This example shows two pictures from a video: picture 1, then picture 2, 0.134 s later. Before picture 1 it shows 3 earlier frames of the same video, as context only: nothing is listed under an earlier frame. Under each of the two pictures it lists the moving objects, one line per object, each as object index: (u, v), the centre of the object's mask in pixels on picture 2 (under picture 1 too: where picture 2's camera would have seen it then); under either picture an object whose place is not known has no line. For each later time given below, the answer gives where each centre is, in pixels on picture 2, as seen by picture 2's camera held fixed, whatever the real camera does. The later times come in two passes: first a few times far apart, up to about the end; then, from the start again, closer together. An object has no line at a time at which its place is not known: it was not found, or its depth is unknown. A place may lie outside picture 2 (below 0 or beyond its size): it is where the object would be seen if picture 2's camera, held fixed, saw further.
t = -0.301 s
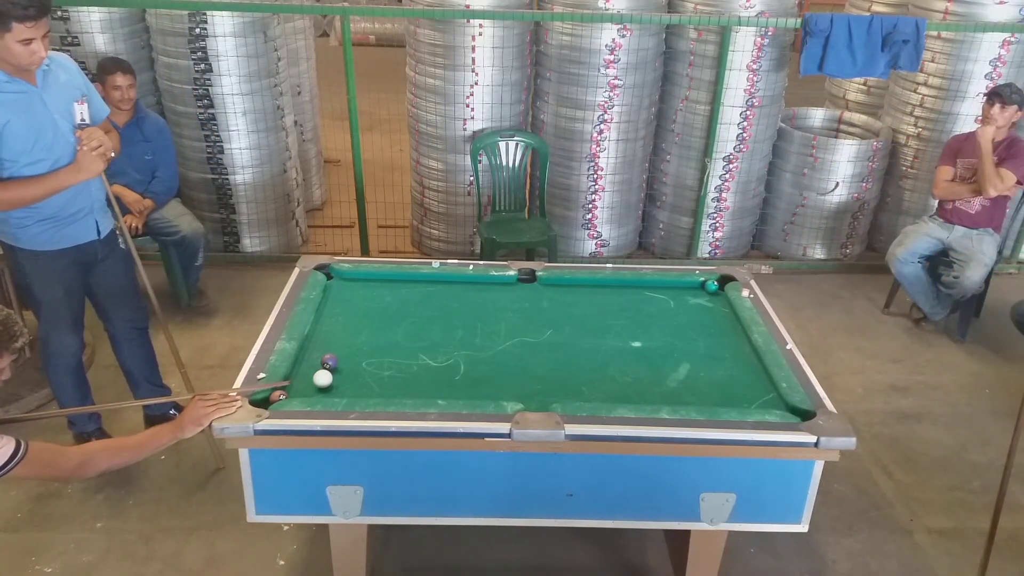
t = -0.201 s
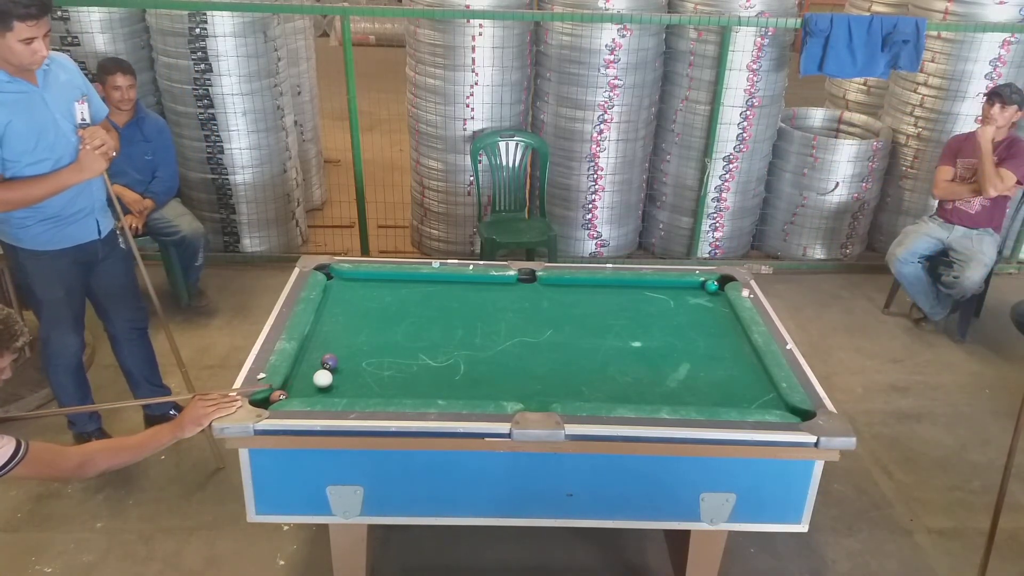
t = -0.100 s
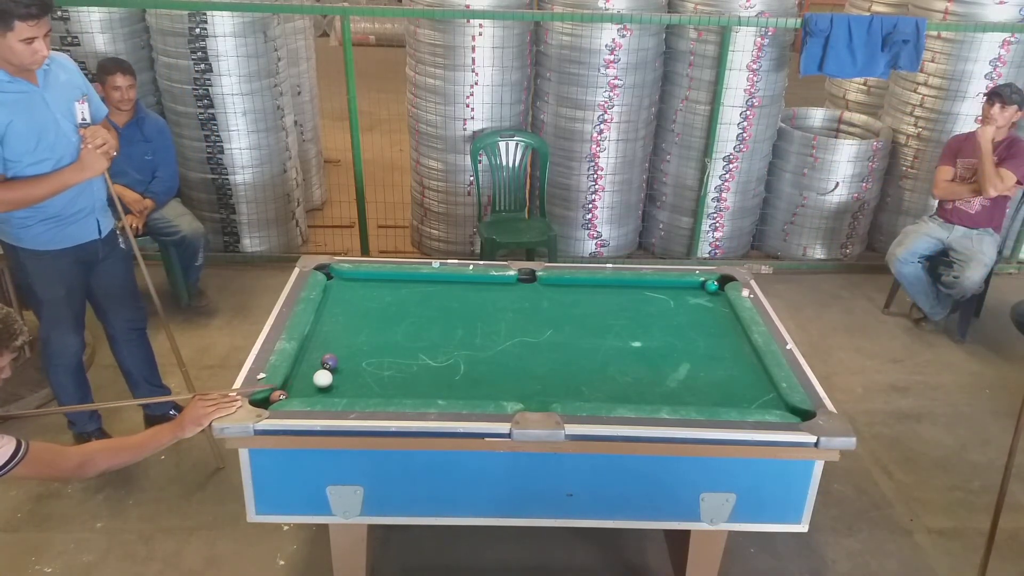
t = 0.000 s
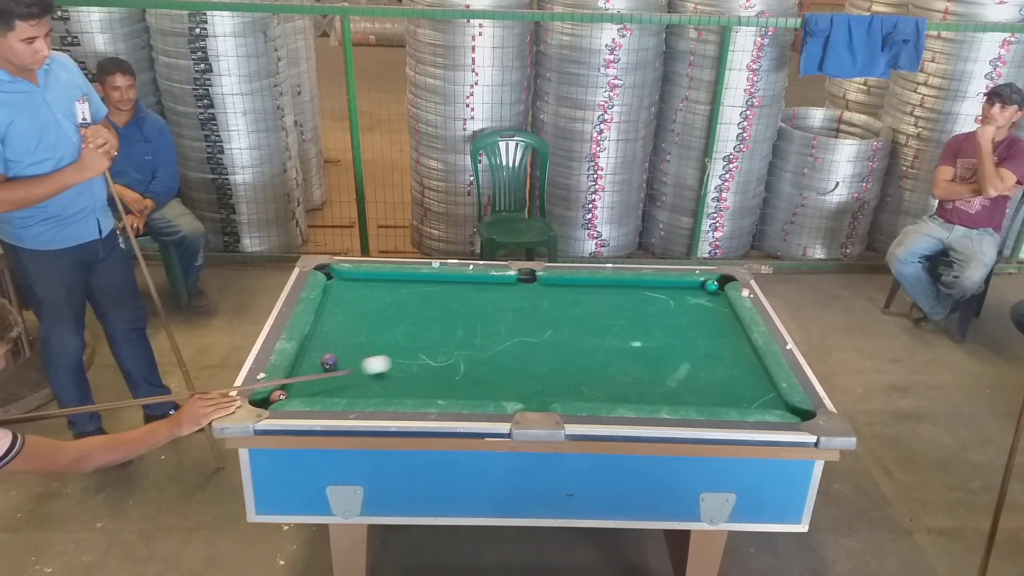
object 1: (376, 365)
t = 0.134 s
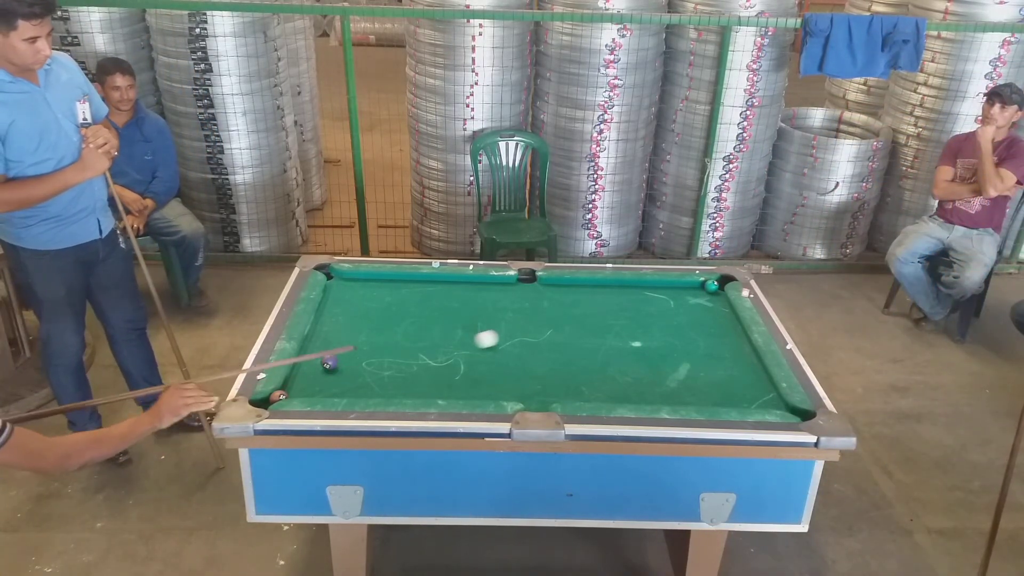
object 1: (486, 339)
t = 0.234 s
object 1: (552, 324)
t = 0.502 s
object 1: (702, 288)
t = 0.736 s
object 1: (715, 286)
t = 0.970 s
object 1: (706, 287)
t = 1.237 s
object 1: (700, 288)
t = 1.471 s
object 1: (696, 289)
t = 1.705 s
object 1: (694, 289)
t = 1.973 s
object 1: (693, 289)
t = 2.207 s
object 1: (693, 289)
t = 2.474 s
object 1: (693, 289)
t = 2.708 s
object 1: (694, 289)
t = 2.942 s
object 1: (693, 289)
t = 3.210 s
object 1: (693, 289)
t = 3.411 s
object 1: (693, 289)
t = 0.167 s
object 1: (509, 334)
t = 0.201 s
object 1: (531, 329)
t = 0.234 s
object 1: (552, 324)
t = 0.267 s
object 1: (573, 319)
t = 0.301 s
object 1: (593, 314)
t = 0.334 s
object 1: (613, 310)
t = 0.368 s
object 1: (632, 305)
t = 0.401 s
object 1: (651, 301)
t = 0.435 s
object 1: (669, 296)
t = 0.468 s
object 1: (687, 292)
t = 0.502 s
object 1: (702, 288)
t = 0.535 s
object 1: (706, 288)
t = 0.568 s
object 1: (711, 288)
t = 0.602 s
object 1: (716, 287)
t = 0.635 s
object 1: (716, 286)
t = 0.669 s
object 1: (716, 285)
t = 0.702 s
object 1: (717, 286)
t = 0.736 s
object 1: (715, 286)
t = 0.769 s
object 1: (713, 286)
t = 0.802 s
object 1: (711, 286)
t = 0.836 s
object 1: (710, 285)
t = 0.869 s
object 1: (709, 286)
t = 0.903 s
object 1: (708, 286)
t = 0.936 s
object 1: (707, 286)
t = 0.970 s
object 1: (706, 287)
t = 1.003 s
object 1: (705, 287)
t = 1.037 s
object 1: (704, 287)
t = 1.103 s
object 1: (702, 287)
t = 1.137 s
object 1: (702, 287)
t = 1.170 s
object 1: (701, 287)
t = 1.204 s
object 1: (700, 287)
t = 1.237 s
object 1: (700, 288)
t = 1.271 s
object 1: (699, 288)
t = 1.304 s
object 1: (698, 288)
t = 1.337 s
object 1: (698, 288)
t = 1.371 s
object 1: (697, 289)
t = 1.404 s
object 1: (697, 289)
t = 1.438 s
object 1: (696, 289)
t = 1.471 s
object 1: (696, 289)
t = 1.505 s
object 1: (696, 289)
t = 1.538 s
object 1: (695, 289)
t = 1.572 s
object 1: (695, 289)
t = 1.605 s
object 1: (695, 289)
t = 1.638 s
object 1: (694, 289)
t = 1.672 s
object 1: (694, 289)
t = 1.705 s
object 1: (694, 289)
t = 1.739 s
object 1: (694, 289)
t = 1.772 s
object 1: (694, 289)
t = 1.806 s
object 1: (694, 289)
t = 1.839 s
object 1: (693, 289)
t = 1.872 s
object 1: (693, 289)
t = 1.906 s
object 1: (693, 289)
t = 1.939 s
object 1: (693, 289)
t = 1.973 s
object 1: (693, 289)
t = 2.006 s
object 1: (693, 289)
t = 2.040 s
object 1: (693, 289)
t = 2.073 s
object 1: (693, 289)
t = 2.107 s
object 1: (693, 289)
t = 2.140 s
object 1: (694, 289)
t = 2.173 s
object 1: (693, 289)
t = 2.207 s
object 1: (693, 289)
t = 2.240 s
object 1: (694, 289)
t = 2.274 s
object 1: (693, 289)
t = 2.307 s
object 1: (693, 289)
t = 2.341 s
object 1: (693, 289)
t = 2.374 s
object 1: (693, 289)
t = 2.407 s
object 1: (693, 289)
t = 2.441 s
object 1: (693, 289)
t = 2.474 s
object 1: (693, 289)
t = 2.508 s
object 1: (694, 289)
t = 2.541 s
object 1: (694, 289)
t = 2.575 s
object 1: (693, 289)
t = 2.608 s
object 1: (693, 289)
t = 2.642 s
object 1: (693, 289)
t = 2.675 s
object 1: (693, 289)
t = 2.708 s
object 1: (694, 289)
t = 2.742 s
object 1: (693, 289)
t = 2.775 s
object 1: (693, 289)
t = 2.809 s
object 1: (693, 289)
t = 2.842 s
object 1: (693, 289)
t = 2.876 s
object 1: (693, 289)
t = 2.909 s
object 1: (694, 289)
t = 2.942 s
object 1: (693, 289)
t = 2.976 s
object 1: (694, 289)
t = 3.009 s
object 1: (693, 289)
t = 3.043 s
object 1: (693, 289)
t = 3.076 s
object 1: (693, 289)
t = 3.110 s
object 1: (693, 289)
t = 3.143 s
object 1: (693, 289)
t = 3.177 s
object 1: (693, 289)
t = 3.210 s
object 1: (693, 289)
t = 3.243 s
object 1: (693, 289)
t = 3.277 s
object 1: (693, 289)
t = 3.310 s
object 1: (693, 289)
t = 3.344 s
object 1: (693, 289)
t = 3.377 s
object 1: (693, 289)
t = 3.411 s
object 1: (693, 289)
